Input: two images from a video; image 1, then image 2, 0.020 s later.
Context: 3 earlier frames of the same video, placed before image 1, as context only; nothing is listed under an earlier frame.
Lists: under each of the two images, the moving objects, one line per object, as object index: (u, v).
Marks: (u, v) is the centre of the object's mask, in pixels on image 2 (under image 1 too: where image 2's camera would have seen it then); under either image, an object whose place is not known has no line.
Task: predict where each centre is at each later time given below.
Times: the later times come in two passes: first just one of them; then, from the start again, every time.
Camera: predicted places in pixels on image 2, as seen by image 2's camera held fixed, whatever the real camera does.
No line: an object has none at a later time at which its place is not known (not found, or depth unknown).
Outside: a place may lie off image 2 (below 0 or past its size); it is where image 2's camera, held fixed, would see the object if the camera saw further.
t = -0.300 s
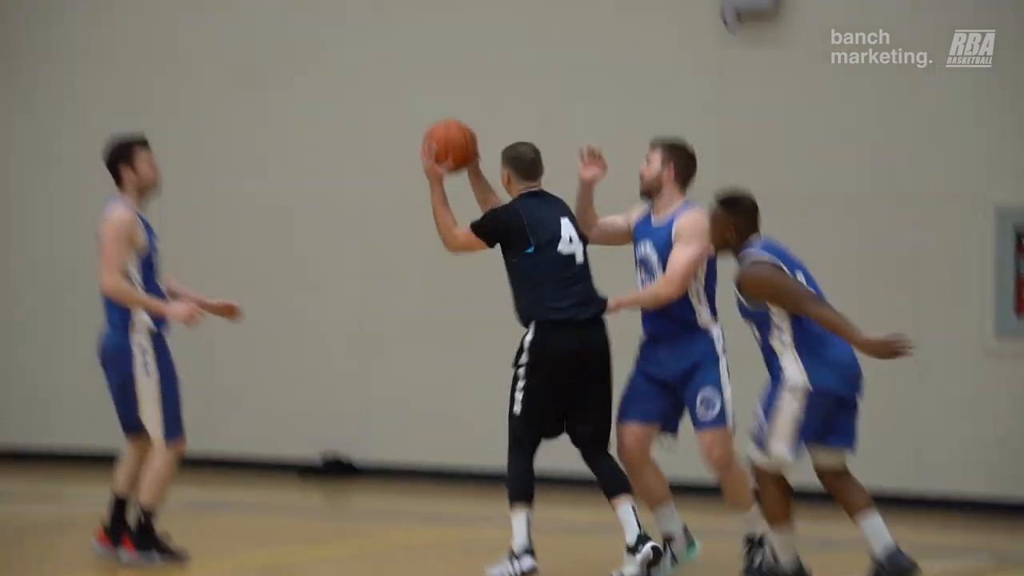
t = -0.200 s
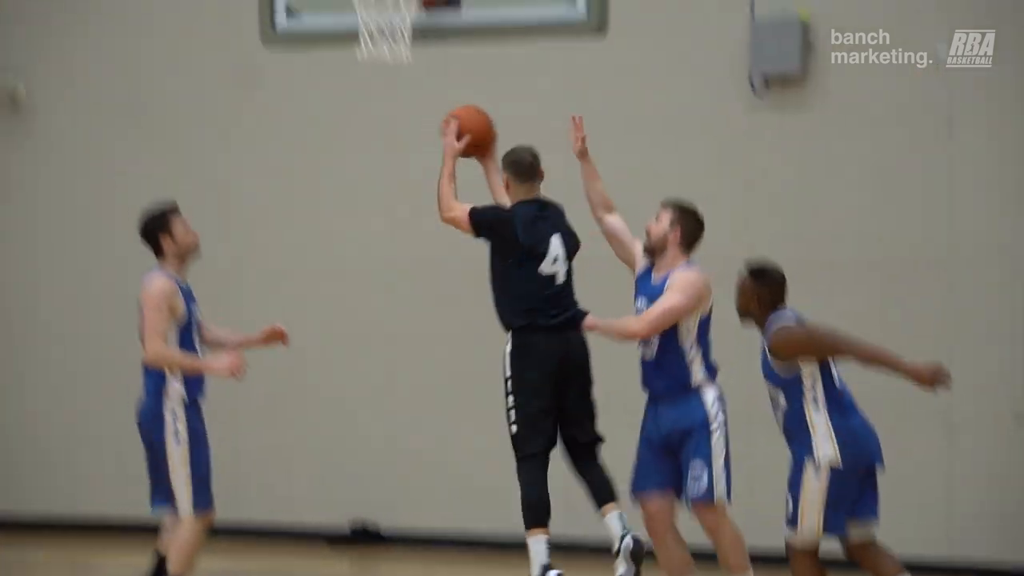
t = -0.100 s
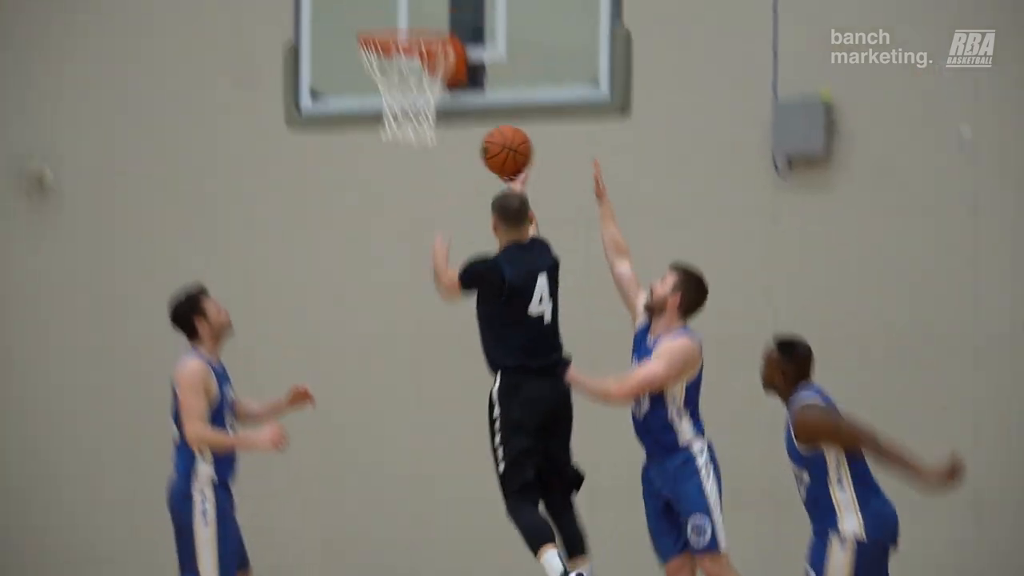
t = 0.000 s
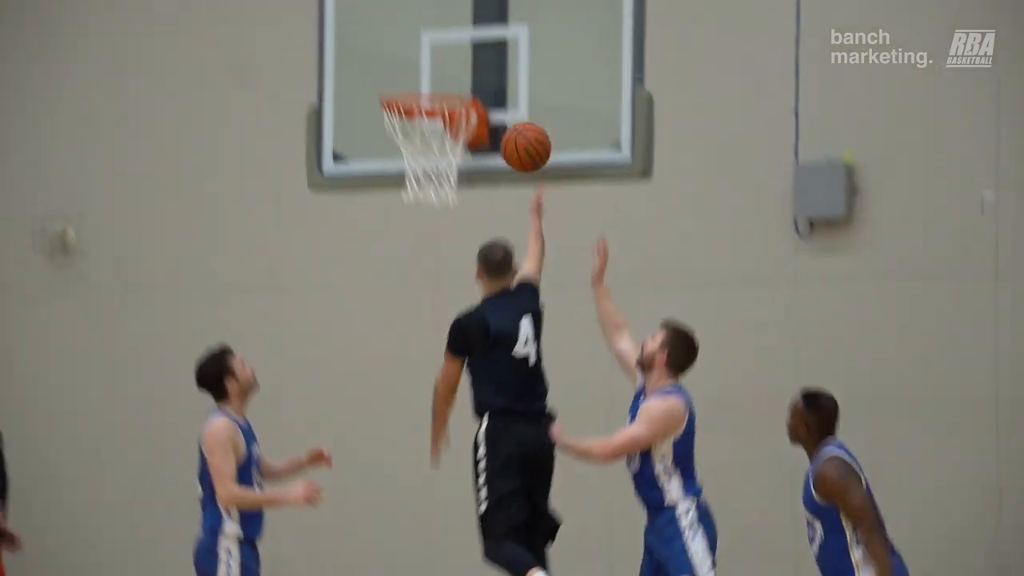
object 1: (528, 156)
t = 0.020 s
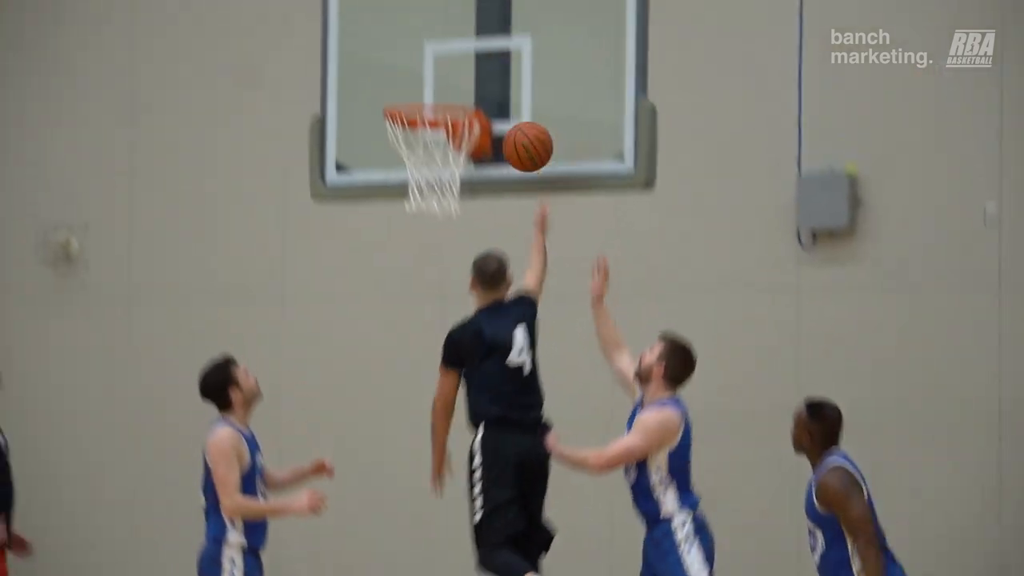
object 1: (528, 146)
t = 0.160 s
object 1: (511, 97)
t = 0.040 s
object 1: (527, 137)
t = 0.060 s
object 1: (526, 129)
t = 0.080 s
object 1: (526, 121)
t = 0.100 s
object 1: (525, 114)
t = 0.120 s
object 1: (524, 108)
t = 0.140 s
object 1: (518, 102)
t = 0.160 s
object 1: (511, 97)
